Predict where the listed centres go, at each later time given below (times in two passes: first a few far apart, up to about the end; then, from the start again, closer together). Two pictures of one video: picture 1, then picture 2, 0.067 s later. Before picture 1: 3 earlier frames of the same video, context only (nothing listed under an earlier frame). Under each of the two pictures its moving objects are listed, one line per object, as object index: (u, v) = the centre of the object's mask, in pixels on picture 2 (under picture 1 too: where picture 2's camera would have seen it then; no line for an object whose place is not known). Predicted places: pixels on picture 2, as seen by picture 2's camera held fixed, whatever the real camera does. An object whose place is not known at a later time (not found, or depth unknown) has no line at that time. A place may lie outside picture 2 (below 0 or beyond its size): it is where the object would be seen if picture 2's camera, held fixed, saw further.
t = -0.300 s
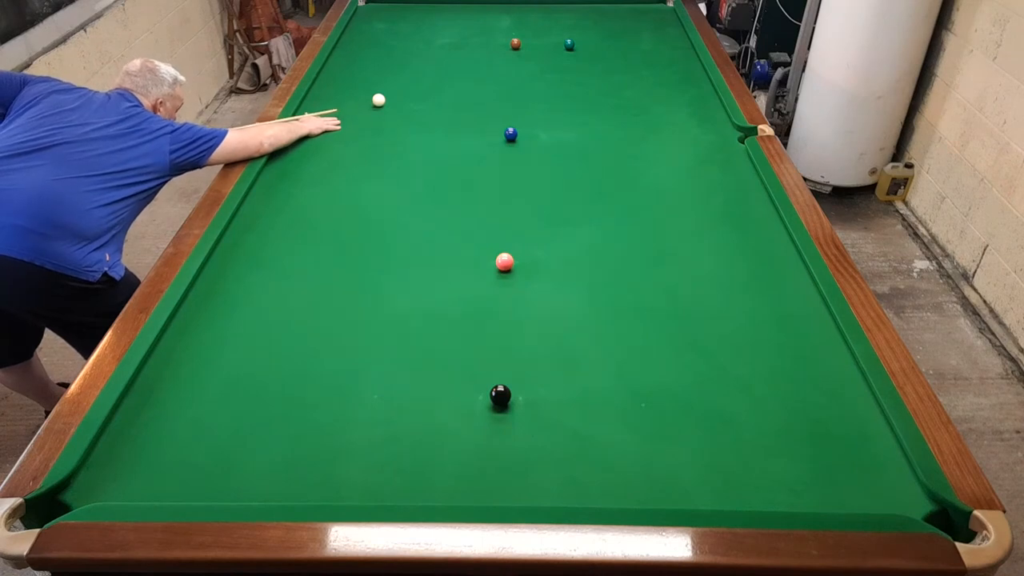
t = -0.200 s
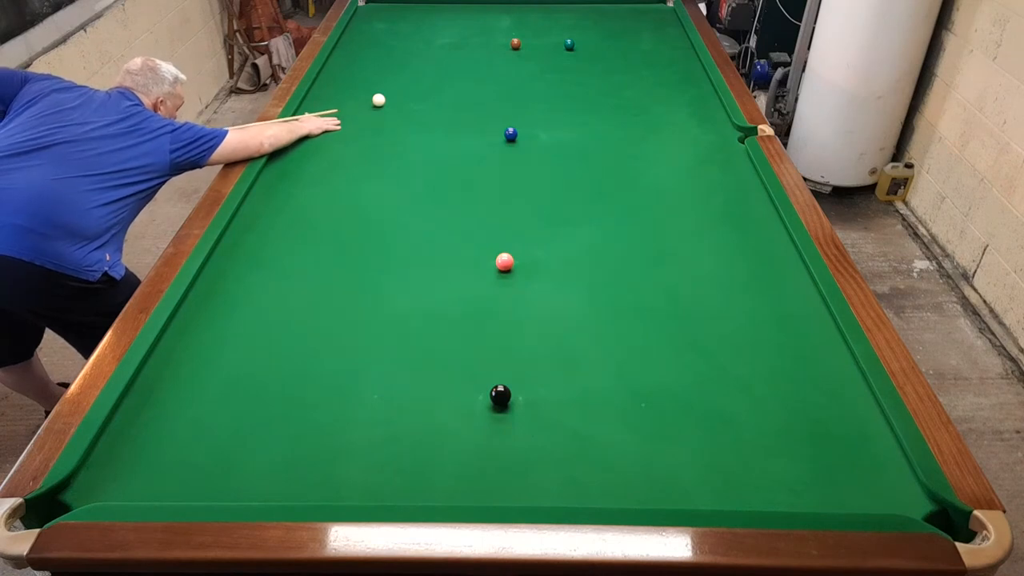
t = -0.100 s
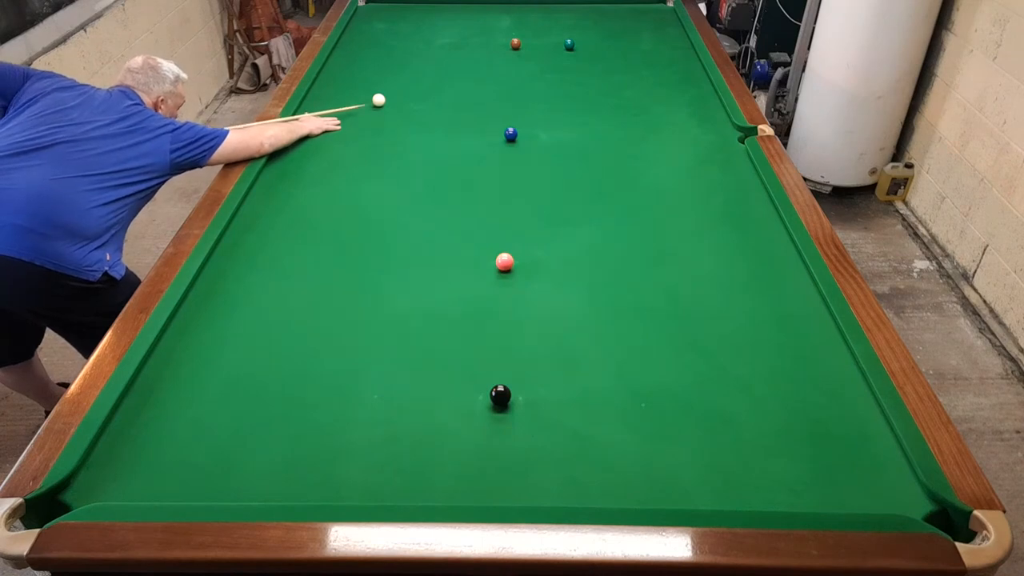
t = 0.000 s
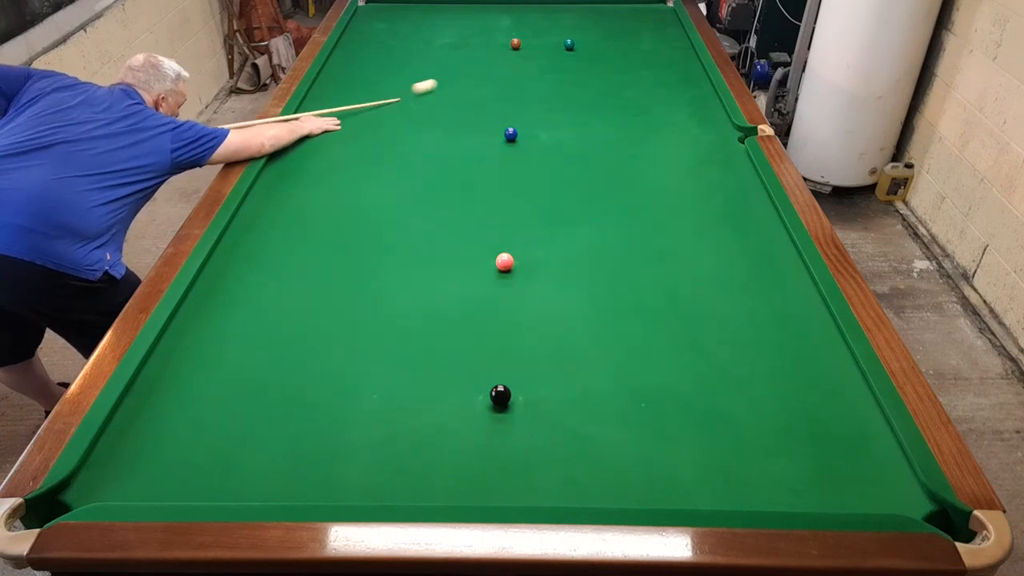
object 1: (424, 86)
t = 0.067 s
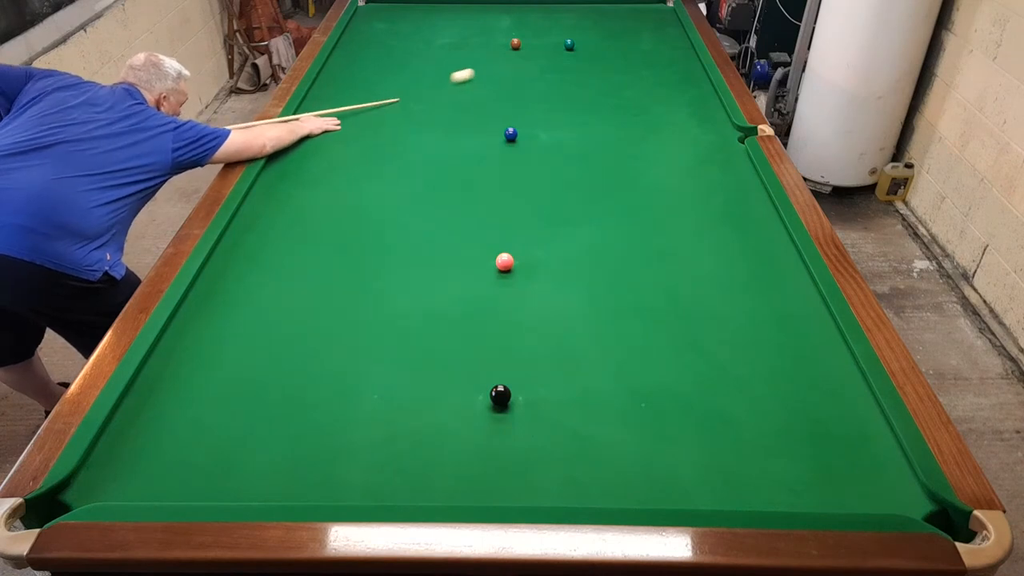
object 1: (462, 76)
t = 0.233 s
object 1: (540, 53)
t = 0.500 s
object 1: (573, 52)
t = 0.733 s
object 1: (582, 57)
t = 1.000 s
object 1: (591, 63)
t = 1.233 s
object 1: (599, 67)
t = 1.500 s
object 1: (607, 72)
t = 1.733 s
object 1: (614, 76)
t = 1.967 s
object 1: (620, 80)
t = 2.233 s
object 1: (625, 84)
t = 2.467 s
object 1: (629, 86)
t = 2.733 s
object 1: (633, 89)
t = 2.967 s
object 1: (636, 91)
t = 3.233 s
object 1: (638, 93)
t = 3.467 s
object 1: (639, 93)
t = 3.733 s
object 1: (640, 94)
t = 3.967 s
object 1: (640, 94)
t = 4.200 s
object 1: (640, 94)
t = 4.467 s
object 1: (640, 94)
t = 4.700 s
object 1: (640, 94)
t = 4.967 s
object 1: (640, 94)
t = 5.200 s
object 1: (640, 94)
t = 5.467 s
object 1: (640, 94)
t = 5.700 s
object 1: (640, 94)
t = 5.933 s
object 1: (640, 94)
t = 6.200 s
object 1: (640, 94)
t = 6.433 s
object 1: (640, 94)
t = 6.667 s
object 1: (640, 94)
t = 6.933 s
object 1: (640, 94)
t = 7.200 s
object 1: (640, 94)
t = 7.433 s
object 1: (640, 94)
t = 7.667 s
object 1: (640, 94)
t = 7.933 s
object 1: (640, 94)
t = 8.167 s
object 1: (640, 94)
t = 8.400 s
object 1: (640, 94)
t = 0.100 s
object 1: (479, 71)
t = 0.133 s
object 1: (495, 66)
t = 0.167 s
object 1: (512, 61)
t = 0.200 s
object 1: (526, 57)
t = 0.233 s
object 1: (540, 53)
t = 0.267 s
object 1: (554, 49)
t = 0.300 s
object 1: (564, 47)
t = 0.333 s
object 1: (566, 48)
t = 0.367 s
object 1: (567, 49)
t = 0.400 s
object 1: (569, 49)
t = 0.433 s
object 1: (570, 50)
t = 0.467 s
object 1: (572, 51)
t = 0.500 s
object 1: (573, 52)
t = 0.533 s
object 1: (574, 53)
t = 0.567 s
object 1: (576, 53)
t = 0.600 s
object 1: (577, 54)
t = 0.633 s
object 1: (578, 55)
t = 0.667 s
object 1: (579, 56)
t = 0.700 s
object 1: (581, 56)
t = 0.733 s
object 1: (582, 57)
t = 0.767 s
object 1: (583, 58)
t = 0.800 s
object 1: (584, 58)
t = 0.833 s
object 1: (586, 59)
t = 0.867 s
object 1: (587, 60)
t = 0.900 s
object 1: (588, 61)
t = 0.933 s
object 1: (589, 61)
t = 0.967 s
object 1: (590, 62)
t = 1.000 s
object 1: (591, 63)
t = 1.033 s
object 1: (592, 63)
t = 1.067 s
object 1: (594, 64)
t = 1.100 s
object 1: (595, 65)
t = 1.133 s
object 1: (596, 66)
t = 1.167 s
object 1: (597, 66)
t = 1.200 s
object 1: (598, 67)
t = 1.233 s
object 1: (599, 67)
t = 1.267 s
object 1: (600, 68)
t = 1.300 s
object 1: (601, 69)
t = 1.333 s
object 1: (602, 69)
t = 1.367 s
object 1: (603, 70)
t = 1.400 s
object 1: (604, 71)
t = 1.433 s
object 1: (605, 71)
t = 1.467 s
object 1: (607, 72)
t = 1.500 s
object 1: (607, 72)
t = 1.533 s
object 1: (608, 73)
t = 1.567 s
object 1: (609, 74)
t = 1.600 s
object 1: (610, 74)
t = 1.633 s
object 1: (611, 75)
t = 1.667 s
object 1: (612, 75)
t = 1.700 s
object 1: (613, 76)
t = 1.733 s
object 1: (614, 76)
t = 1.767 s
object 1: (615, 77)
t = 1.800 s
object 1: (616, 77)
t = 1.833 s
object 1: (616, 78)
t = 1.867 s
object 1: (617, 78)
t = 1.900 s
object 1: (618, 79)
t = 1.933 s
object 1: (619, 79)
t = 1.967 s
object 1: (620, 80)
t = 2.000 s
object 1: (620, 80)
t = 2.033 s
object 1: (621, 81)
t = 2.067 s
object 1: (622, 81)
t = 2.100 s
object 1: (623, 82)
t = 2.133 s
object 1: (623, 82)
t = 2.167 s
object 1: (624, 83)
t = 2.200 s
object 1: (624, 83)
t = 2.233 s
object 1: (625, 84)
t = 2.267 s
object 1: (626, 84)
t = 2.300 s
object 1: (627, 84)
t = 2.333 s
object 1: (627, 85)
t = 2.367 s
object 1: (628, 85)
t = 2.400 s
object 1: (628, 86)
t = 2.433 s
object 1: (629, 86)
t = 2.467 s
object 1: (629, 86)
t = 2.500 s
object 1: (630, 87)
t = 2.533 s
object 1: (630, 87)
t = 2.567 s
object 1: (631, 88)
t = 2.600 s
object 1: (631, 88)
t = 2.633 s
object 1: (632, 88)
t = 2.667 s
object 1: (632, 88)
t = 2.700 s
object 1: (633, 89)
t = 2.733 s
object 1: (633, 89)
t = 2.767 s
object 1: (633, 89)
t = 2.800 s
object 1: (634, 90)
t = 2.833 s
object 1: (634, 90)
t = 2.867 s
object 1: (635, 90)
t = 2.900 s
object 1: (635, 90)
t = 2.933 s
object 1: (635, 91)
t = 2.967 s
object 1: (636, 91)
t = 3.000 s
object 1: (636, 91)
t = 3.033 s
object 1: (636, 91)
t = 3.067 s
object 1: (637, 92)
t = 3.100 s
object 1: (637, 92)
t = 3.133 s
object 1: (637, 92)
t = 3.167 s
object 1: (637, 92)
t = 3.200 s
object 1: (638, 92)
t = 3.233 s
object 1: (638, 93)
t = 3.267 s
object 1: (638, 93)
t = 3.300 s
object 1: (638, 93)
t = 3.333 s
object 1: (638, 93)
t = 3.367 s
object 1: (638, 93)
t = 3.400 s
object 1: (639, 93)
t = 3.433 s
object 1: (639, 93)
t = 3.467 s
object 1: (639, 93)
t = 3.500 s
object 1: (639, 94)
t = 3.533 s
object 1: (639, 94)
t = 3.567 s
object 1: (639, 94)
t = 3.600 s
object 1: (640, 94)
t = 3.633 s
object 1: (640, 94)
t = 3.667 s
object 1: (640, 94)
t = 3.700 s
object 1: (640, 94)
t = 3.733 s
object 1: (640, 94)
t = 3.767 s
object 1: (640, 94)
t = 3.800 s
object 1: (640, 94)
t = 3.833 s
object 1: (640, 94)
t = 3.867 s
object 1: (640, 94)
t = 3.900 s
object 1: (640, 94)
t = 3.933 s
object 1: (640, 94)
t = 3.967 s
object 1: (640, 94)
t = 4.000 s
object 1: (640, 94)
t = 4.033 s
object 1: (640, 94)
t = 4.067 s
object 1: (640, 94)
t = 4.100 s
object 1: (640, 94)
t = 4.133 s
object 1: (640, 94)
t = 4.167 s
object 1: (640, 94)
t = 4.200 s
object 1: (640, 94)
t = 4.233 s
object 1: (640, 94)
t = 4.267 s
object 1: (640, 94)
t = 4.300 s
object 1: (640, 94)
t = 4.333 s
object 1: (640, 94)
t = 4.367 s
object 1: (640, 94)
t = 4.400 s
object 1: (640, 94)
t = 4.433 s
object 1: (640, 94)
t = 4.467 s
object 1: (640, 94)
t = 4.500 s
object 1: (640, 94)
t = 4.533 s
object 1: (640, 94)
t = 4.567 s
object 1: (640, 94)
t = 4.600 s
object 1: (640, 94)
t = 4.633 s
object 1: (640, 94)
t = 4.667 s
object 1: (640, 94)
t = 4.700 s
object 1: (640, 94)
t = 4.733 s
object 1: (640, 94)
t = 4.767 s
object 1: (640, 94)
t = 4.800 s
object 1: (640, 94)
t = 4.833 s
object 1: (640, 94)
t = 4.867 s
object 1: (640, 94)
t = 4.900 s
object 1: (640, 94)
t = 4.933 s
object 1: (640, 94)
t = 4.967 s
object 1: (640, 94)
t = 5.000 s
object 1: (640, 94)
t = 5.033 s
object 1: (640, 94)
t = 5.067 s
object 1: (640, 94)
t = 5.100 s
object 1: (640, 94)
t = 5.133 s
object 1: (640, 94)
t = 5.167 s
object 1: (640, 94)
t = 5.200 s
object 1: (640, 94)
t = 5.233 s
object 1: (640, 94)
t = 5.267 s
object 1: (640, 94)
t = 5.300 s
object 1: (640, 94)
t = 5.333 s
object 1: (640, 94)
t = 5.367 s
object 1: (640, 94)
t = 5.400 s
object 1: (640, 94)
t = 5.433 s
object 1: (640, 94)
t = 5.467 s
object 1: (640, 94)
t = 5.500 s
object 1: (640, 94)
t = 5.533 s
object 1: (640, 94)
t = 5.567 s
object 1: (640, 94)
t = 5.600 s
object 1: (640, 94)
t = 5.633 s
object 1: (640, 94)
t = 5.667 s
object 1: (640, 94)
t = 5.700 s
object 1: (640, 94)
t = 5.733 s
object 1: (640, 94)
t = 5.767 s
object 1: (640, 94)
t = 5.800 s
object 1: (640, 94)
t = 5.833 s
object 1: (640, 94)
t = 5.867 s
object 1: (640, 94)
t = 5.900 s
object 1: (640, 94)
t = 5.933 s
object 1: (640, 94)
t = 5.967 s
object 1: (640, 94)
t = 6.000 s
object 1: (640, 94)
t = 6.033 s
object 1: (640, 94)
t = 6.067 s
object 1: (640, 94)
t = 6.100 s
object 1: (640, 94)
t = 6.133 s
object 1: (640, 94)
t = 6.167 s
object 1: (640, 94)
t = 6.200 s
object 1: (640, 94)
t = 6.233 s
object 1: (640, 94)
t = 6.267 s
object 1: (640, 94)
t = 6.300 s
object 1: (640, 94)
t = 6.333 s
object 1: (640, 94)
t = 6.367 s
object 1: (640, 94)
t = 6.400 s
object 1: (640, 94)
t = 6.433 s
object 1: (640, 94)
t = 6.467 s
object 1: (640, 94)
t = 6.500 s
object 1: (640, 94)
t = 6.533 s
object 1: (640, 94)
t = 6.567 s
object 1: (640, 94)
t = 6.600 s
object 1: (640, 94)
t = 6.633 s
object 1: (640, 94)
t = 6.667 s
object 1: (640, 94)
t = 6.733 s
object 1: (640, 94)
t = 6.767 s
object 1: (640, 94)
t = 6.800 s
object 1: (640, 94)
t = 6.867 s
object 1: (640, 94)
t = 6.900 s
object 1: (640, 94)
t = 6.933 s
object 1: (640, 94)
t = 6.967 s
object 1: (640, 94)
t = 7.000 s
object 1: (640, 94)
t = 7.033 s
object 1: (640, 94)
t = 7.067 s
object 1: (640, 94)
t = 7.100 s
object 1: (640, 94)
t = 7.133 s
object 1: (640, 94)
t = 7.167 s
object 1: (640, 94)
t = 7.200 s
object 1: (640, 94)
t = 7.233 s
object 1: (640, 94)
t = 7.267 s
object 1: (640, 94)
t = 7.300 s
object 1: (640, 94)
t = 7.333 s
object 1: (640, 94)
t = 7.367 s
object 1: (640, 94)
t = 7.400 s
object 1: (640, 94)
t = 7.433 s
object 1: (640, 94)
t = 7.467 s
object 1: (640, 94)
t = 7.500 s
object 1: (640, 94)
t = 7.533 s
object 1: (640, 94)
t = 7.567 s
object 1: (640, 94)
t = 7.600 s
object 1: (640, 94)
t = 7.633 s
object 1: (640, 94)
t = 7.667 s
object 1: (640, 94)
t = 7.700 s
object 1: (640, 94)
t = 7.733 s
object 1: (640, 94)
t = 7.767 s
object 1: (640, 94)
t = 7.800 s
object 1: (640, 94)
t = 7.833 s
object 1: (640, 94)
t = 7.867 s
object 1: (640, 94)
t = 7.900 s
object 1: (640, 94)
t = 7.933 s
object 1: (640, 94)
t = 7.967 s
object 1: (640, 94)
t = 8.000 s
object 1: (640, 94)
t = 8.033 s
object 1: (640, 94)
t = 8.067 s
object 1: (640, 94)
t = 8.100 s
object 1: (640, 94)
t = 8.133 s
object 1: (640, 94)
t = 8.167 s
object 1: (640, 94)
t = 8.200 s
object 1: (640, 94)
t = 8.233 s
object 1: (640, 94)
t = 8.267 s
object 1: (640, 94)
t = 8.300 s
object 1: (640, 94)
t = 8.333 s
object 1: (640, 94)
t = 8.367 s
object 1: (640, 94)
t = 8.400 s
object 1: (640, 94)
